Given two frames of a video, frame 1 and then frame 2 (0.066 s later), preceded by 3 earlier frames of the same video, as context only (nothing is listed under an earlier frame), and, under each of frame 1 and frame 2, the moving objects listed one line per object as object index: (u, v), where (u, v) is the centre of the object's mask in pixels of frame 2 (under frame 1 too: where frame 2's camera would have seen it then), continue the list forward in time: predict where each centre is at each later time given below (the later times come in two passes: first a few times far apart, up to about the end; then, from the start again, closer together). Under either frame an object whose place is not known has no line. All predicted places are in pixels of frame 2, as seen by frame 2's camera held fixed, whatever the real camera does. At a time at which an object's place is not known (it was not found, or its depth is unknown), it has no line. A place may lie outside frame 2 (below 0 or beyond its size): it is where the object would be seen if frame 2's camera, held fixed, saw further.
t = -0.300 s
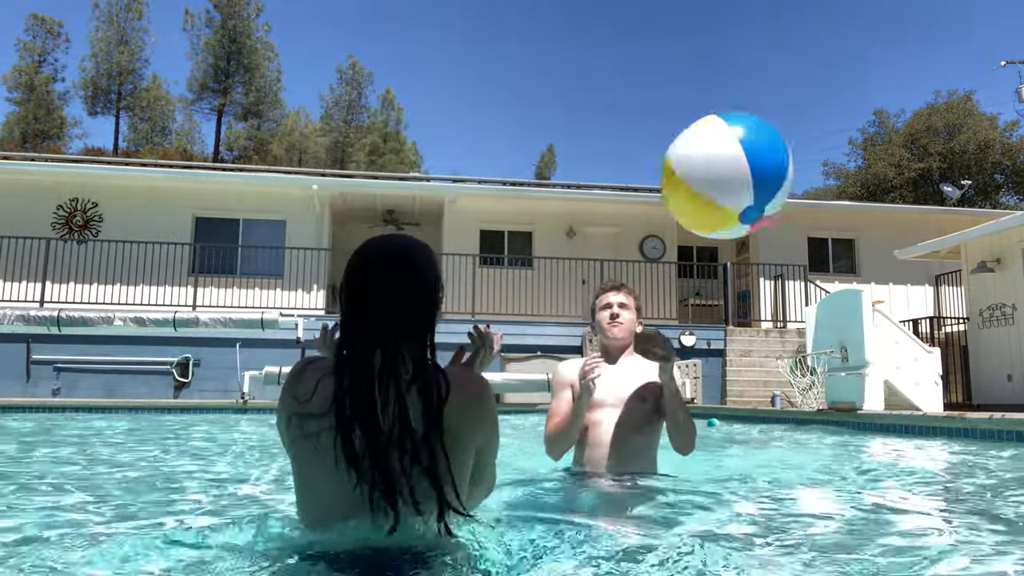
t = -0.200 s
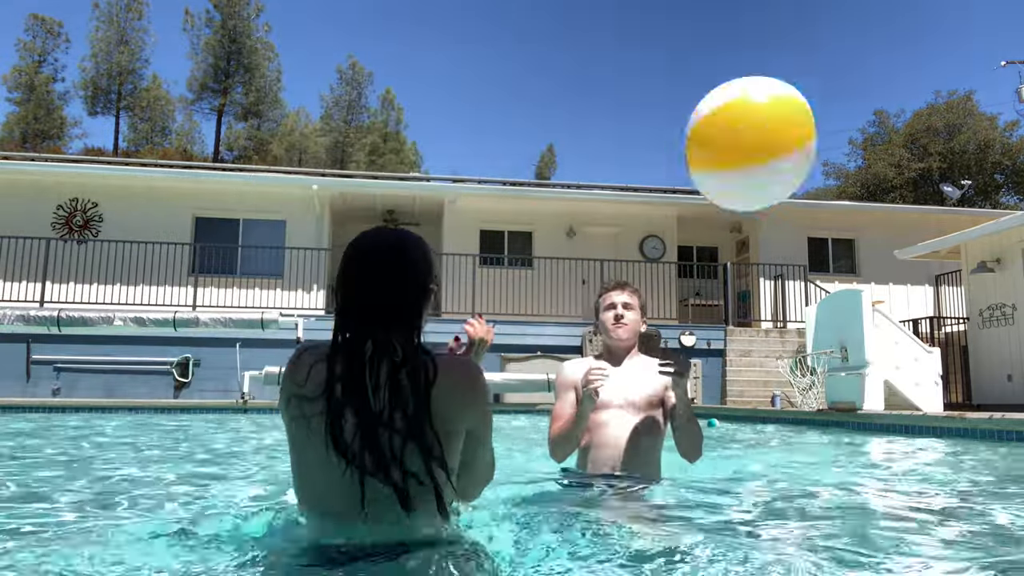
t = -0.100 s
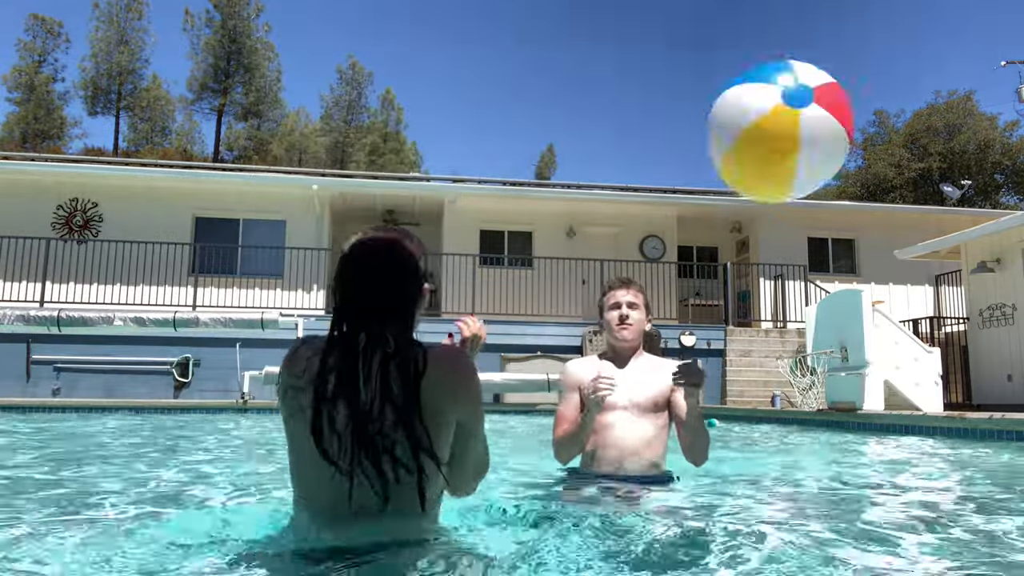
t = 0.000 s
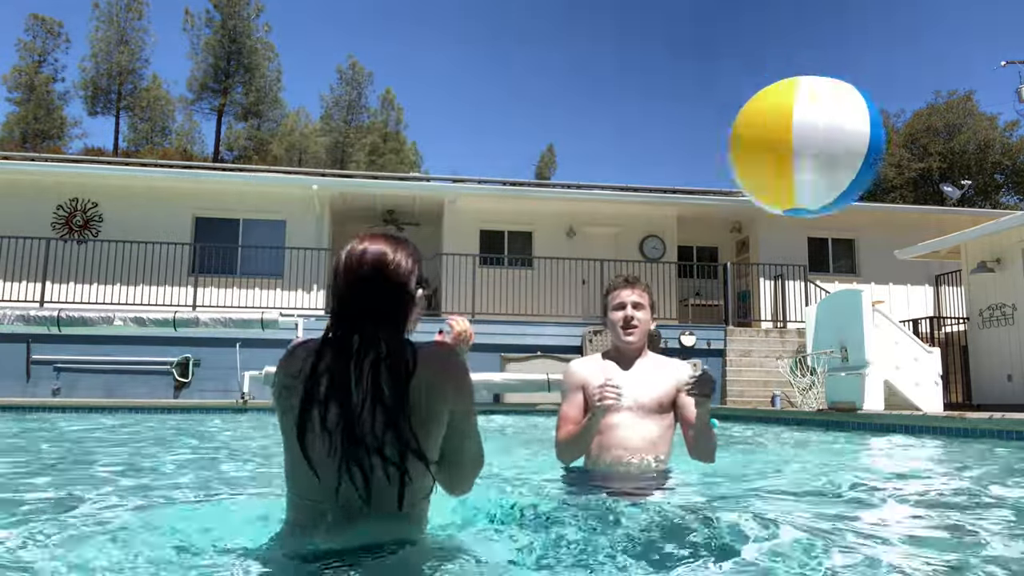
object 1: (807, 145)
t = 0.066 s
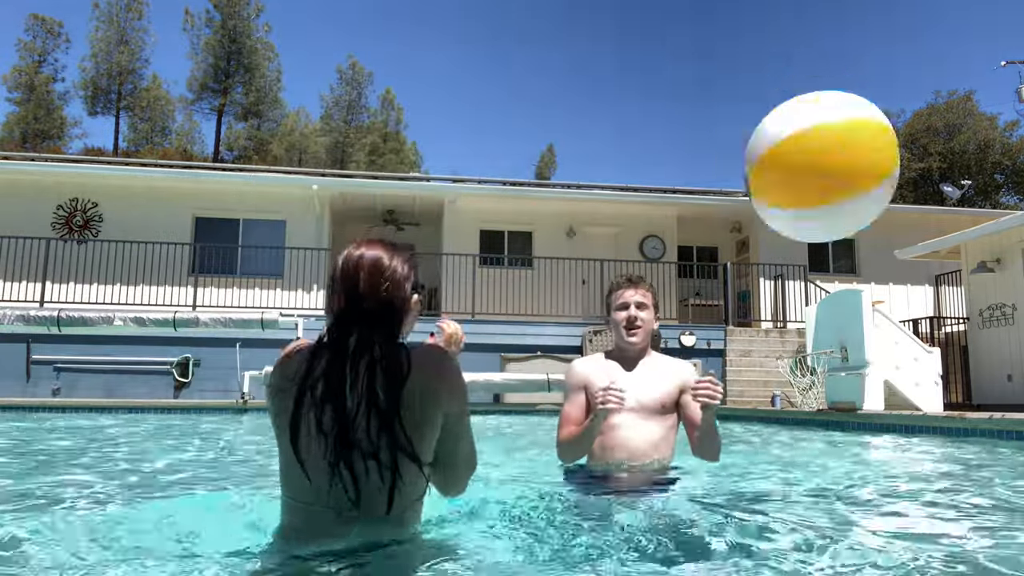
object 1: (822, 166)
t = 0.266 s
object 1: (877, 301)
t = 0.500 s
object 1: (925, 429)
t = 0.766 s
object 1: (949, 420)
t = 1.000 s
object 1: (960, 425)
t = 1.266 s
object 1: (975, 415)
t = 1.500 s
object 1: (985, 427)
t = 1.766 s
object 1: (990, 418)
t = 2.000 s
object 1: (997, 427)
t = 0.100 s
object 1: (832, 180)
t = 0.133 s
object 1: (842, 196)
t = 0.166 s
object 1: (852, 217)
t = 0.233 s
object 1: (869, 269)
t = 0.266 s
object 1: (877, 301)
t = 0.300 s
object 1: (883, 335)
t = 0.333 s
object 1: (890, 368)
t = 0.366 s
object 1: (900, 408)
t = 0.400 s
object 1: (906, 428)
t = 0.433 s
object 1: (914, 431)
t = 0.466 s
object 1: (920, 428)
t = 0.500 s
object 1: (925, 429)
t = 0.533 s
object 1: (929, 430)
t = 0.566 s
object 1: (933, 428)
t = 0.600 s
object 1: (937, 428)
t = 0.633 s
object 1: (941, 423)
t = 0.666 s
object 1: (944, 420)
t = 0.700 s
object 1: (946, 419)
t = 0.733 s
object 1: (948, 420)
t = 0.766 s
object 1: (949, 420)
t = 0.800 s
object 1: (951, 421)
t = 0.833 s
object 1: (952, 423)
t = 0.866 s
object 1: (954, 425)
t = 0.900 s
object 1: (956, 426)
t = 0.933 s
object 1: (958, 428)
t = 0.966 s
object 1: (959, 427)
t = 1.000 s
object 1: (960, 425)
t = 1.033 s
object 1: (962, 424)
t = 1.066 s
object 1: (964, 422)
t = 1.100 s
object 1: (965, 419)
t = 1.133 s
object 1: (967, 416)
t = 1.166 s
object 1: (968, 414)
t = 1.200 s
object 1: (971, 413)
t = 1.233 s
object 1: (972, 414)
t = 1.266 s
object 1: (975, 415)
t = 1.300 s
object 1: (977, 417)
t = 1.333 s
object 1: (980, 420)
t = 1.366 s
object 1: (980, 422)
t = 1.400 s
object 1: (983, 425)
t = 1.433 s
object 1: (985, 425)
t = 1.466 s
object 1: (986, 426)
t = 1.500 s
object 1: (985, 427)
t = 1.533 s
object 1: (987, 427)
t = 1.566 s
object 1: (988, 426)
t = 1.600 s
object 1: (989, 424)
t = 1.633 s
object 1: (990, 422)
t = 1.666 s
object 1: (990, 419)
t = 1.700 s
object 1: (989, 418)
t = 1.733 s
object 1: (988, 418)
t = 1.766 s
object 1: (990, 418)
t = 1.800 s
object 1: (990, 418)
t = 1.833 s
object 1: (992, 421)
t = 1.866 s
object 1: (993, 423)
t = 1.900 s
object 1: (994, 422)
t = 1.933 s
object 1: (994, 424)
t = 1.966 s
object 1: (996, 427)
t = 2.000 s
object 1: (997, 427)
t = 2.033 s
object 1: (998, 427)
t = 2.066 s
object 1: (998, 427)
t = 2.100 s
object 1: (999, 425)
